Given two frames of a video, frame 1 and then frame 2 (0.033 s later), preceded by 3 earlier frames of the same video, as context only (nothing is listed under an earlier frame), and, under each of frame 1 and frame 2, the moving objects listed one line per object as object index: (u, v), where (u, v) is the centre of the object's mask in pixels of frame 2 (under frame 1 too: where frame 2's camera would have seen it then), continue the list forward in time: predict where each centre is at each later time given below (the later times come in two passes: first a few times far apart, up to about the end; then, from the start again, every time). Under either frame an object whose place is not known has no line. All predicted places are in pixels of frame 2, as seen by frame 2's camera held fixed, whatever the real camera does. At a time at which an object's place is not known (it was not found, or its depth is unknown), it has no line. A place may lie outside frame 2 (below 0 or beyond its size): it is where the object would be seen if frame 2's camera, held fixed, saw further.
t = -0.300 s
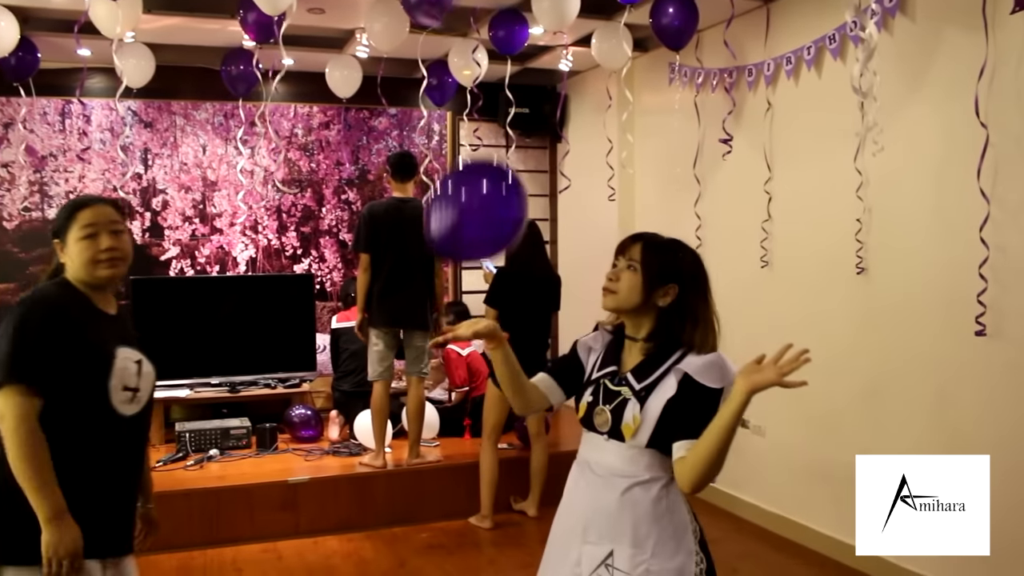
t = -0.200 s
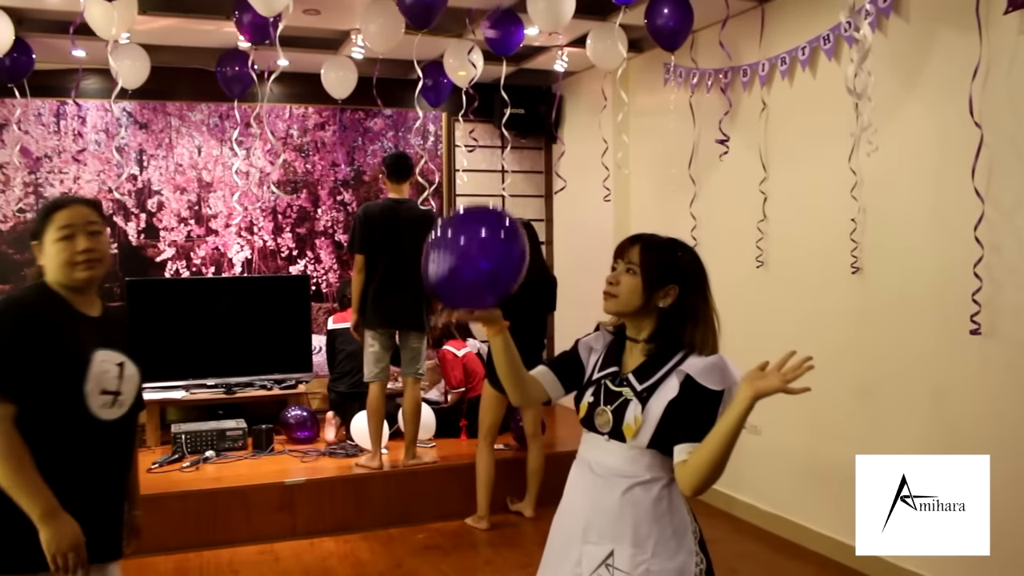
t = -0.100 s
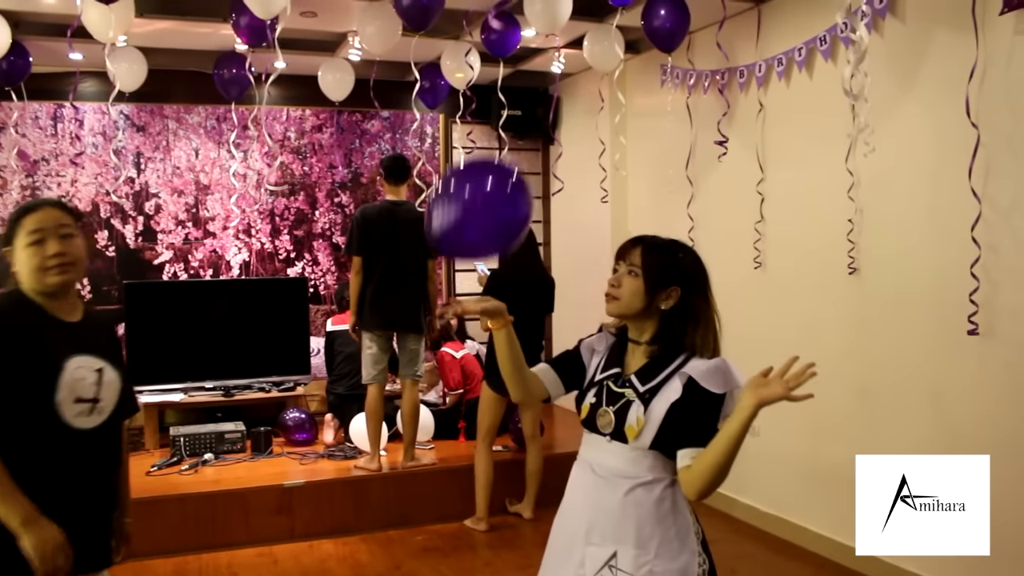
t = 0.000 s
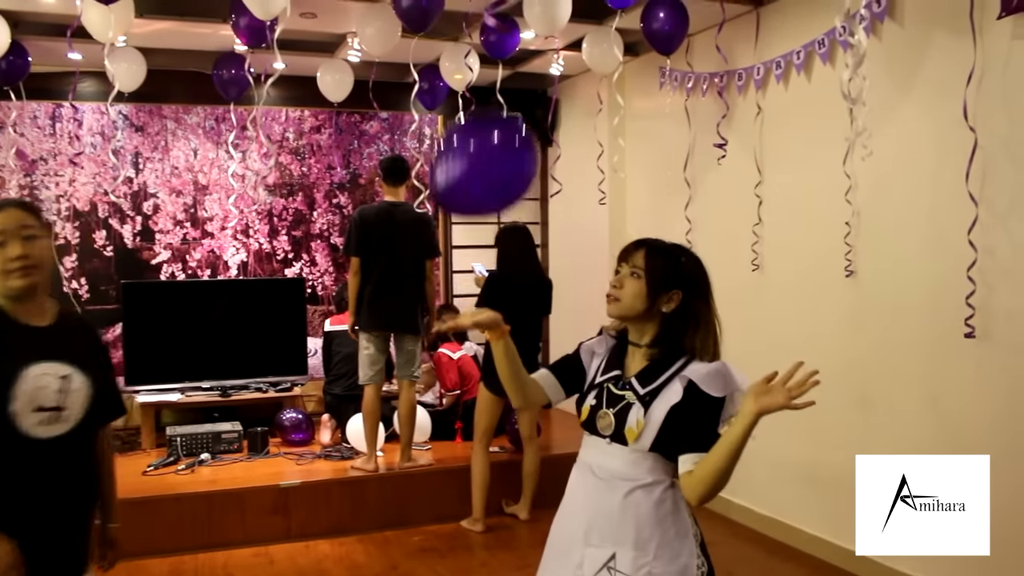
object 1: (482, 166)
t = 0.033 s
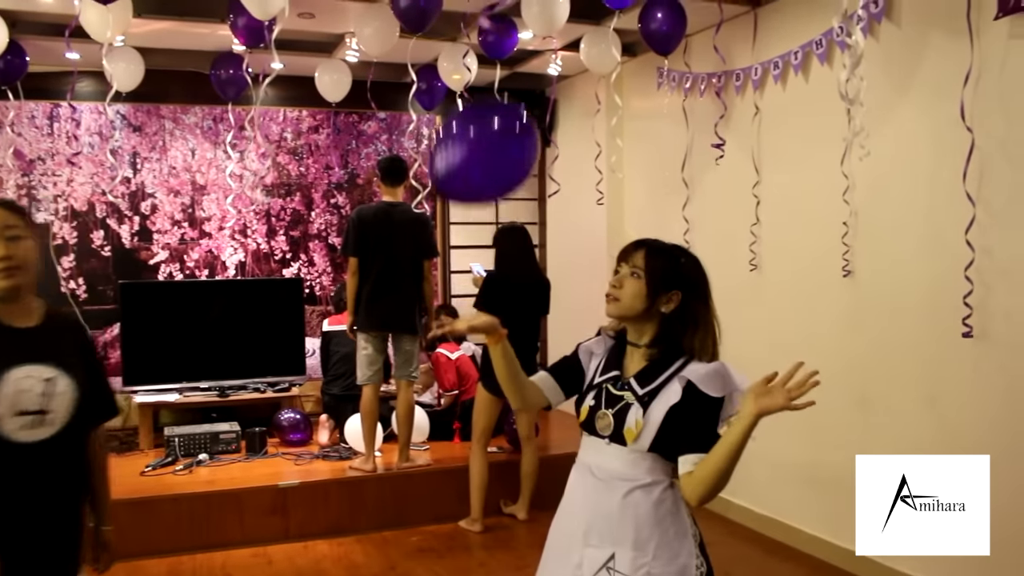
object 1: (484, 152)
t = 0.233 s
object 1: (495, 92)
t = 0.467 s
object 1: (501, 83)
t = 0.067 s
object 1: (486, 139)
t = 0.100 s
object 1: (488, 126)
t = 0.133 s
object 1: (489, 115)
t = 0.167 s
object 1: (491, 106)
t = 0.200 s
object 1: (493, 99)
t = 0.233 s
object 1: (495, 92)
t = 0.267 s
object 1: (496, 85)
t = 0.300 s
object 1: (497, 77)
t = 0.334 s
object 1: (497, 73)
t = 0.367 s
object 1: (498, 76)
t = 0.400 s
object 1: (499, 77)
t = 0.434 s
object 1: (500, 80)
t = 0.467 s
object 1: (501, 83)
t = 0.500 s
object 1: (502, 85)
